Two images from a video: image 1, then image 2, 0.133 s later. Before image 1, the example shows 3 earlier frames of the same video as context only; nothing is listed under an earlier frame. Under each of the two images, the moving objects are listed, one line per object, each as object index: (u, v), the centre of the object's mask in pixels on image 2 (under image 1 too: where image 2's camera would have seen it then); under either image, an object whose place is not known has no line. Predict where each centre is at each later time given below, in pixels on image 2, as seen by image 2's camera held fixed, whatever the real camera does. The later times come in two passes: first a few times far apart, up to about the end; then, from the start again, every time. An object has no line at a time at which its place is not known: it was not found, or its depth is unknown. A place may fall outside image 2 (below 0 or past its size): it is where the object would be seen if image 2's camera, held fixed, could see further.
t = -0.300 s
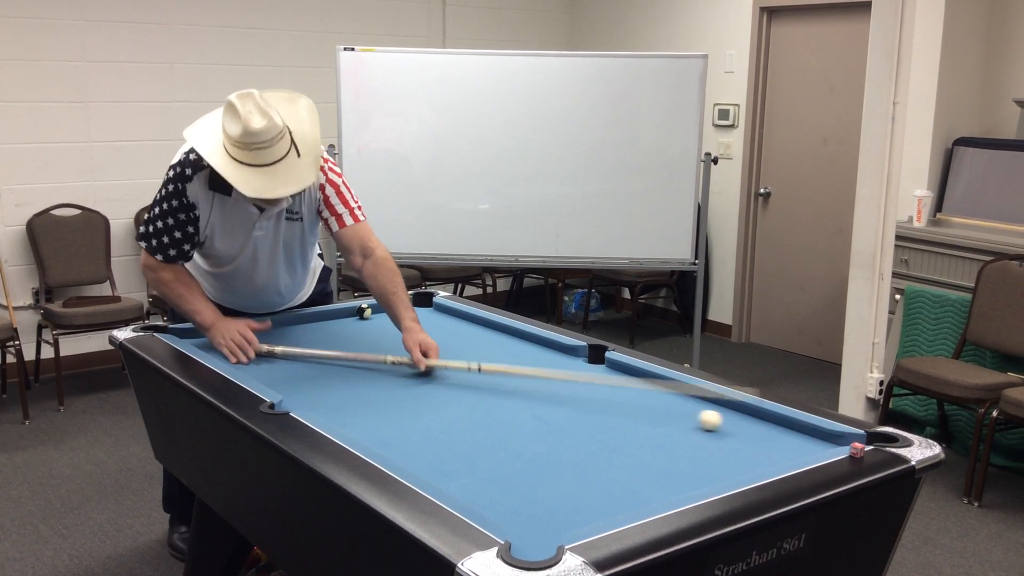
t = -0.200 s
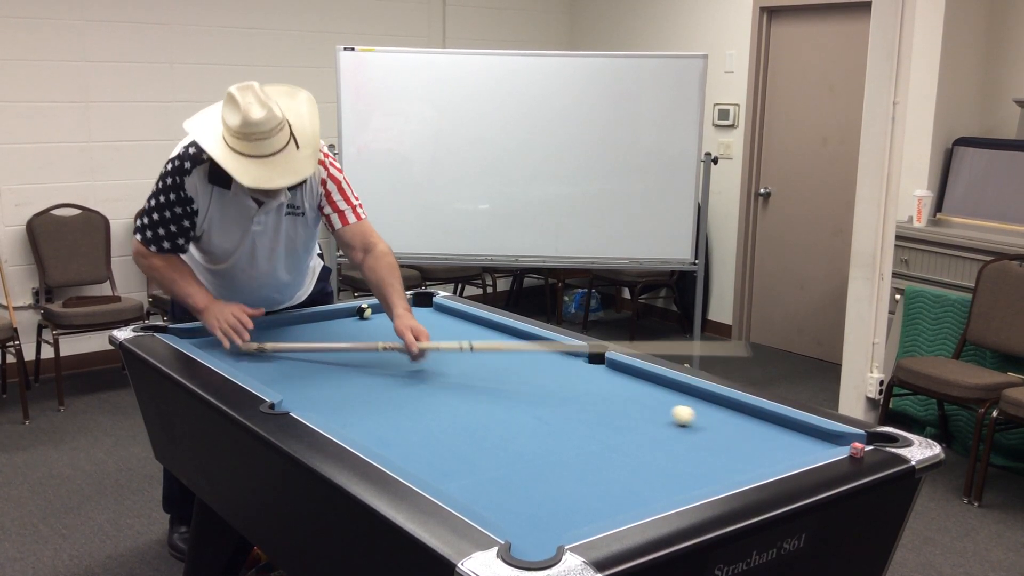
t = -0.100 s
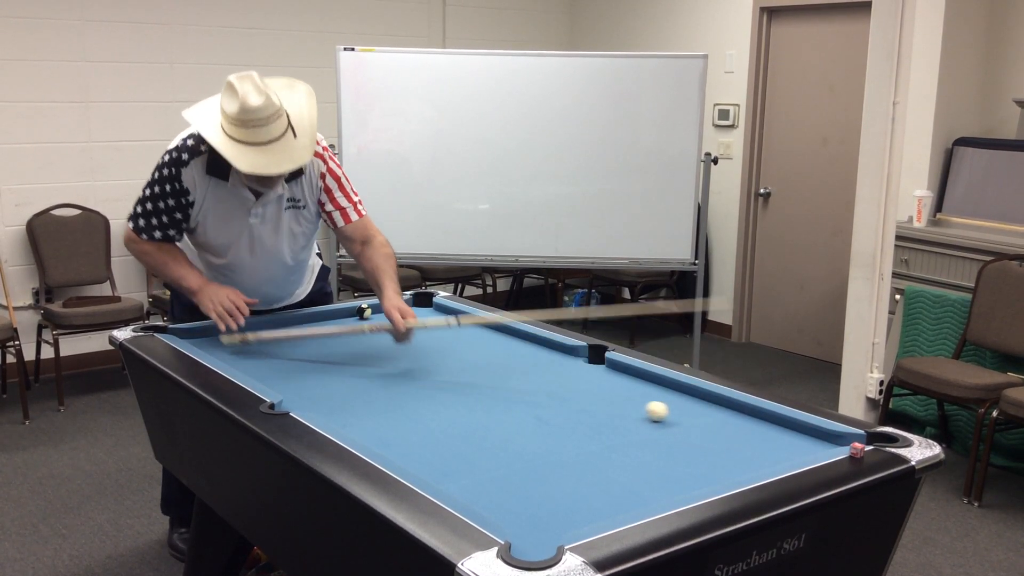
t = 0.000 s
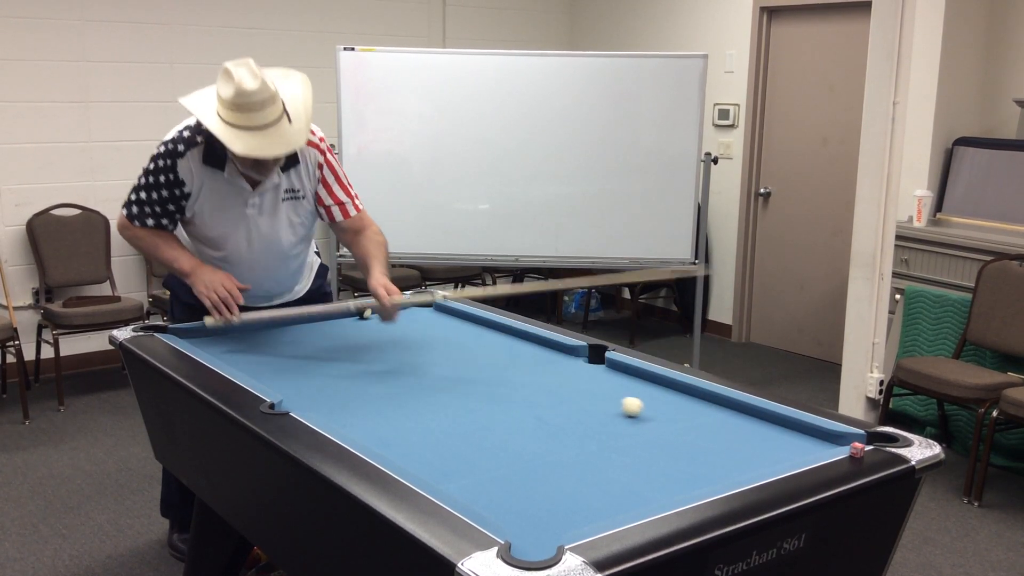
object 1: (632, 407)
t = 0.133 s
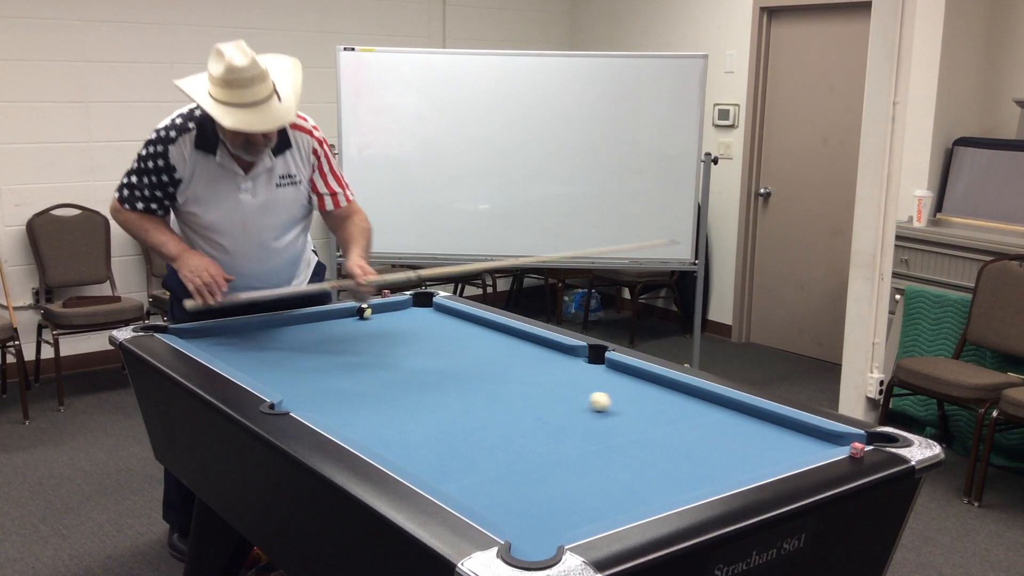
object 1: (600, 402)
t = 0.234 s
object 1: (577, 397)
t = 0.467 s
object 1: (527, 389)
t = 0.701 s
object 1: (481, 382)
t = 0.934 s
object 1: (438, 375)
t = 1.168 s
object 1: (398, 368)
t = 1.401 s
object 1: (362, 362)
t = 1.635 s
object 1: (327, 357)
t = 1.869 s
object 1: (296, 351)
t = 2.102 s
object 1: (266, 347)
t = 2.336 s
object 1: (239, 342)
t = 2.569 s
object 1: (214, 337)
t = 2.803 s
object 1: (191, 333)
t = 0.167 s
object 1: (592, 400)
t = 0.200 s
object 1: (585, 399)
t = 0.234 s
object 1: (577, 397)
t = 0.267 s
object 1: (570, 396)
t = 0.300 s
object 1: (562, 395)
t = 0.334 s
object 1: (555, 394)
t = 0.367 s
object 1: (548, 393)
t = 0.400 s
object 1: (540, 391)
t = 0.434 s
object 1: (534, 390)
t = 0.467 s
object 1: (527, 389)
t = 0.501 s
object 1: (520, 388)
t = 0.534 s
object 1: (513, 387)
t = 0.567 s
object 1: (506, 386)
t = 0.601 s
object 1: (500, 385)
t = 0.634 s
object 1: (493, 384)
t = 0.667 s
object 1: (487, 383)
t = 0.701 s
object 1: (481, 382)
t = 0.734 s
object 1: (474, 380)
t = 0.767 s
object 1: (468, 380)
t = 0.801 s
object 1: (462, 378)
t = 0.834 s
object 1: (456, 377)
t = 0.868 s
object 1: (450, 377)
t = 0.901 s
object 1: (444, 375)
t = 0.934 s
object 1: (438, 375)
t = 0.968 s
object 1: (432, 374)
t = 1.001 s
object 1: (426, 373)
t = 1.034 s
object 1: (421, 372)
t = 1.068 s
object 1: (415, 371)
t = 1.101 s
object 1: (409, 370)
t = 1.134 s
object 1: (404, 369)
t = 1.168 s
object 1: (398, 368)
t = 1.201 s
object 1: (393, 367)
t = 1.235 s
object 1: (388, 367)
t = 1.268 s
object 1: (382, 365)
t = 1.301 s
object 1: (377, 365)
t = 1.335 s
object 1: (371, 364)
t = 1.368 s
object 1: (366, 363)
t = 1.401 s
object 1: (362, 362)
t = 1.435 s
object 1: (357, 362)
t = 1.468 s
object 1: (351, 361)
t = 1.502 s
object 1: (347, 360)
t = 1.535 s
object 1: (342, 359)
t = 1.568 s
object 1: (337, 358)
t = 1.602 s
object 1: (332, 357)
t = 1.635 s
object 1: (327, 357)
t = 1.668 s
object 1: (323, 356)
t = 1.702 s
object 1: (318, 355)
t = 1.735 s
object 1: (313, 355)
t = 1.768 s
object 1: (309, 354)
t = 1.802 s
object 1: (304, 353)
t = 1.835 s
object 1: (300, 352)
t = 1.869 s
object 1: (296, 351)
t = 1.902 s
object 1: (291, 351)
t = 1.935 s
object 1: (287, 350)
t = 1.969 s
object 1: (283, 349)
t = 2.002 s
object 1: (279, 349)
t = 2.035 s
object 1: (274, 348)
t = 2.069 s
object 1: (270, 347)
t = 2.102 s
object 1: (266, 347)
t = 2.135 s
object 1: (262, 346)
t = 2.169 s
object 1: (258, 345)
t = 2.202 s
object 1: (254, 344)
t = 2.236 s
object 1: (250, 344)
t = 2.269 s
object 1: (247, 343)
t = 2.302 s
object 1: (243, 343)
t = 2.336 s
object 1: (239, 342)
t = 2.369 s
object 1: (235, 341)
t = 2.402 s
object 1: (232, 341)
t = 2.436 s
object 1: (228, 340)
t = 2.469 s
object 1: (225, 339)
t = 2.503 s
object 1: (221, 339)
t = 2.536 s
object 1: (217, 338)
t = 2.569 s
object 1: (214, 337)
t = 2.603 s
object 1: (210, 337)
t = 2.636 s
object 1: (207, 336)
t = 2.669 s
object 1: (204, 336)
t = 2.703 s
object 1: (200, 335)
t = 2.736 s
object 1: (197, 335)
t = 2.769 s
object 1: (194, 334)
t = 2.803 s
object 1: (191, 333)
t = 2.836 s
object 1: (188, 333)
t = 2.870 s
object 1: (185, 333)
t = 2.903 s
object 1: (183, 333)
